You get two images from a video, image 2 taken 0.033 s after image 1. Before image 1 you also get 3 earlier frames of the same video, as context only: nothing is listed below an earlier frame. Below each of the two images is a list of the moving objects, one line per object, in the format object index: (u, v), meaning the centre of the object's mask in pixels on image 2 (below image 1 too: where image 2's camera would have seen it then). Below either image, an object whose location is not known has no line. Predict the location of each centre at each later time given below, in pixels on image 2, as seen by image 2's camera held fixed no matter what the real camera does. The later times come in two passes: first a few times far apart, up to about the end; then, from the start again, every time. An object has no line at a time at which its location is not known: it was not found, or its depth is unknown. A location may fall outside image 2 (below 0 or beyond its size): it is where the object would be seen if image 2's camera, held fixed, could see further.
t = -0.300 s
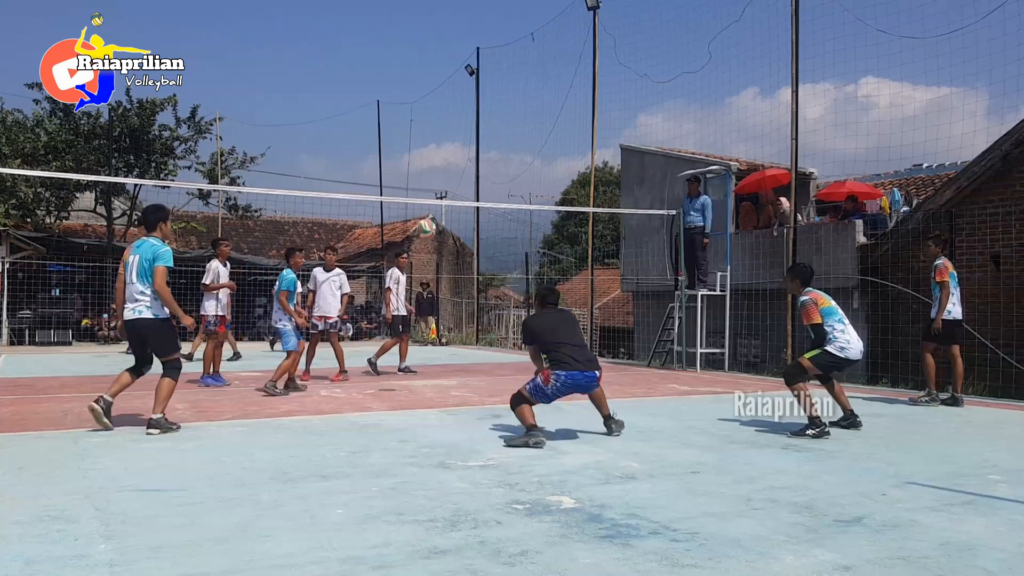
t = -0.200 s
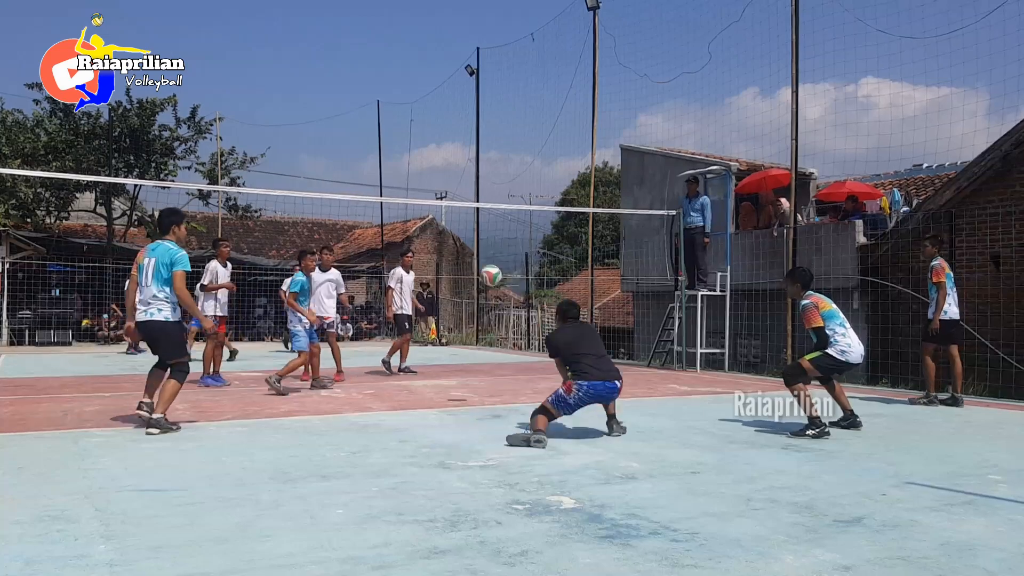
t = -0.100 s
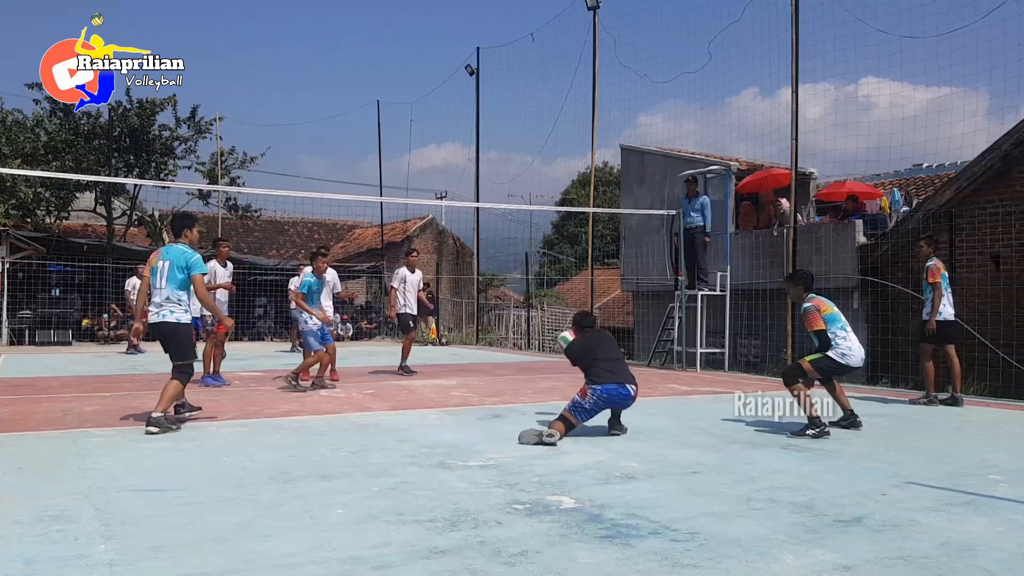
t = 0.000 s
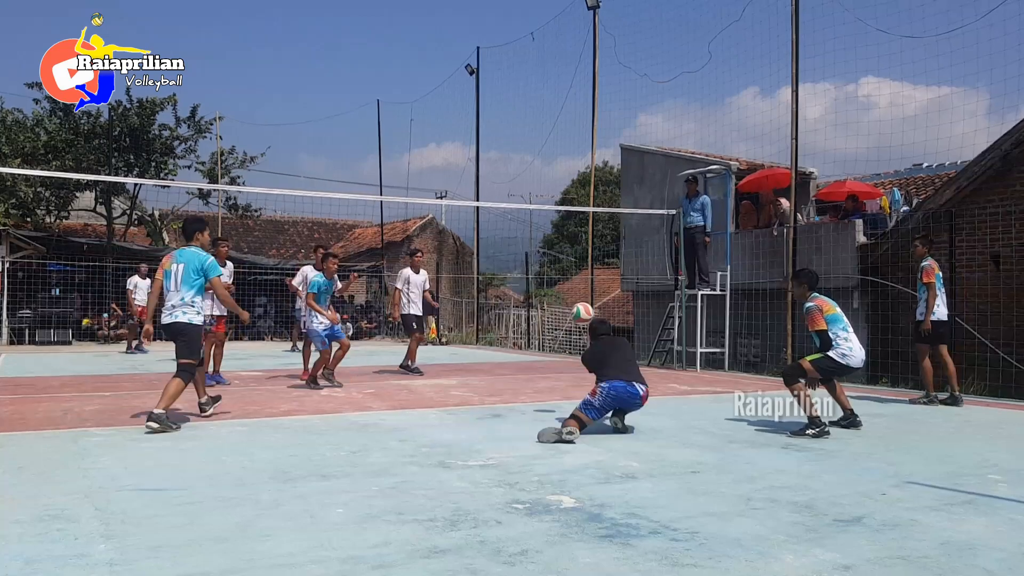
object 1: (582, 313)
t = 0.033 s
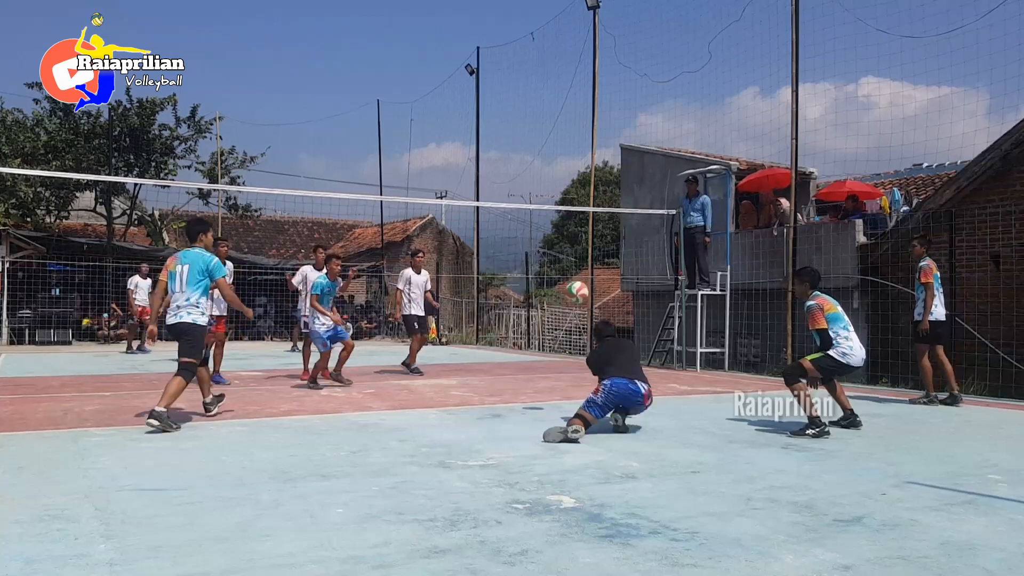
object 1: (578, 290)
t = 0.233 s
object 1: (548, 195)
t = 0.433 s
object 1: (522, 145)
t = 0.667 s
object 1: (495, 137)
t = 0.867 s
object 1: (473, 167)
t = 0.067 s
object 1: (571, 272)
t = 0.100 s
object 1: (567, 254)
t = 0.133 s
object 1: (562, 237)
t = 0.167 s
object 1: (557, 222)
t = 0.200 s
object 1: (552, 207)
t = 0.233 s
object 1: (548, 195)
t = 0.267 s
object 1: (543, 184)
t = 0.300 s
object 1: (539, 173)
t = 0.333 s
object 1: (534, 165)
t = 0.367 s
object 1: (530, 157)
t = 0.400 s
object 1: (526, 150)
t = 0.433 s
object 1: (522, 145)
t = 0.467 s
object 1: (518, 141)
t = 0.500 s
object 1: (514, 138)
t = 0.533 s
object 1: (510, 135)
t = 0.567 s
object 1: (506, 134)
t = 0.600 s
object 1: (502, 134)
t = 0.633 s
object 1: (498, 135)
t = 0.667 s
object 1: (495, 137)
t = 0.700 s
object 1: (491, 139)
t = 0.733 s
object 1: (488, 143)
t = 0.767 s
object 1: (484, 148)
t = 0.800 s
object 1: (481, 153)
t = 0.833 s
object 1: (477, 160)
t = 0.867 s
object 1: (473, 167)
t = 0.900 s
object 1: (470, 175)
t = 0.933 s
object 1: (467, 184)
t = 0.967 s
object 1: (464, 193)
